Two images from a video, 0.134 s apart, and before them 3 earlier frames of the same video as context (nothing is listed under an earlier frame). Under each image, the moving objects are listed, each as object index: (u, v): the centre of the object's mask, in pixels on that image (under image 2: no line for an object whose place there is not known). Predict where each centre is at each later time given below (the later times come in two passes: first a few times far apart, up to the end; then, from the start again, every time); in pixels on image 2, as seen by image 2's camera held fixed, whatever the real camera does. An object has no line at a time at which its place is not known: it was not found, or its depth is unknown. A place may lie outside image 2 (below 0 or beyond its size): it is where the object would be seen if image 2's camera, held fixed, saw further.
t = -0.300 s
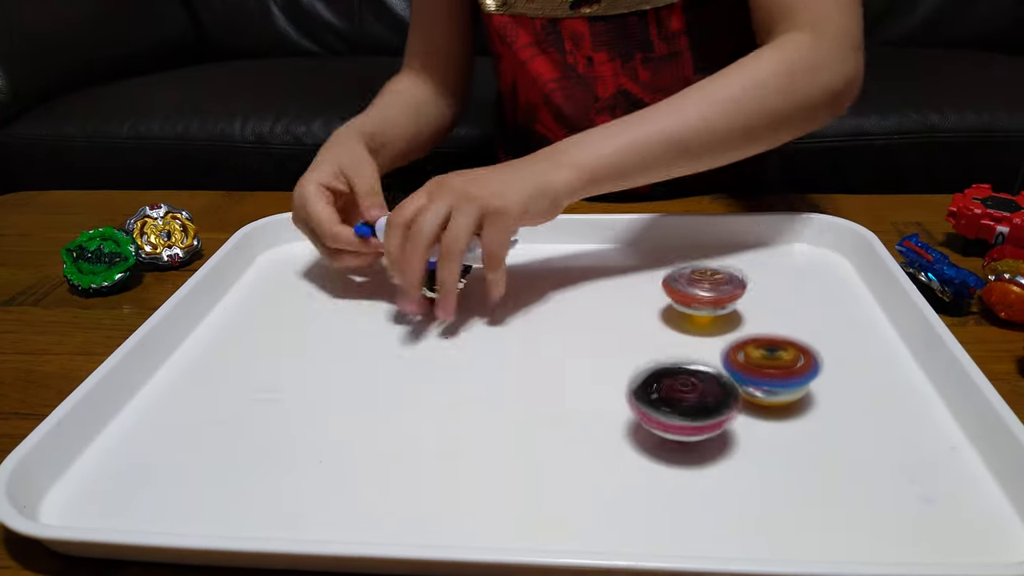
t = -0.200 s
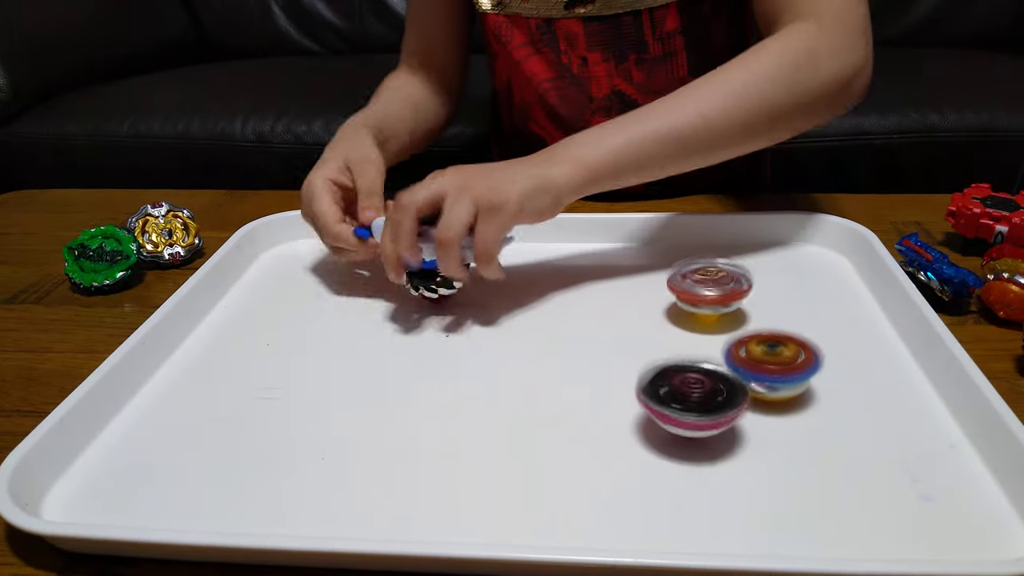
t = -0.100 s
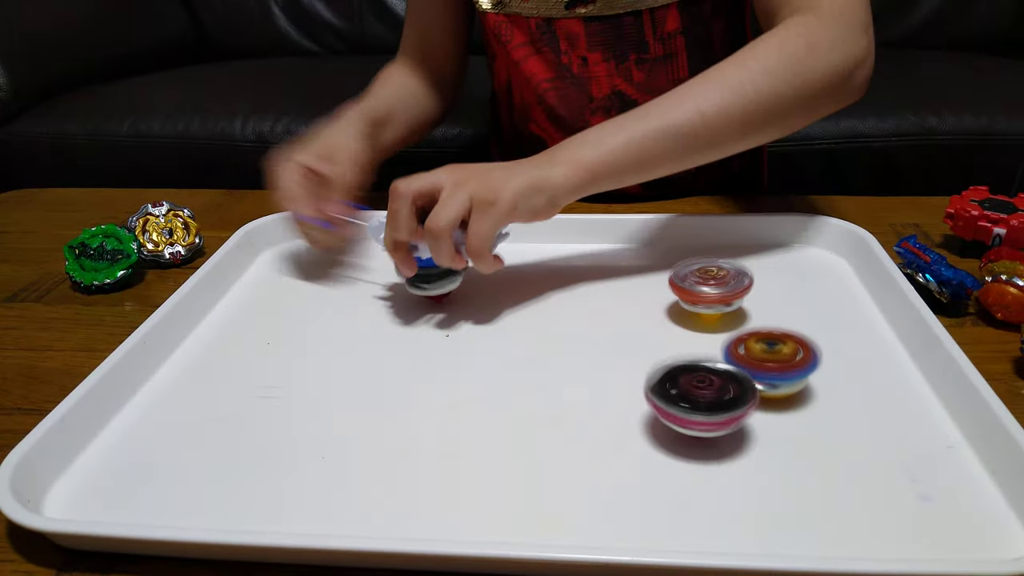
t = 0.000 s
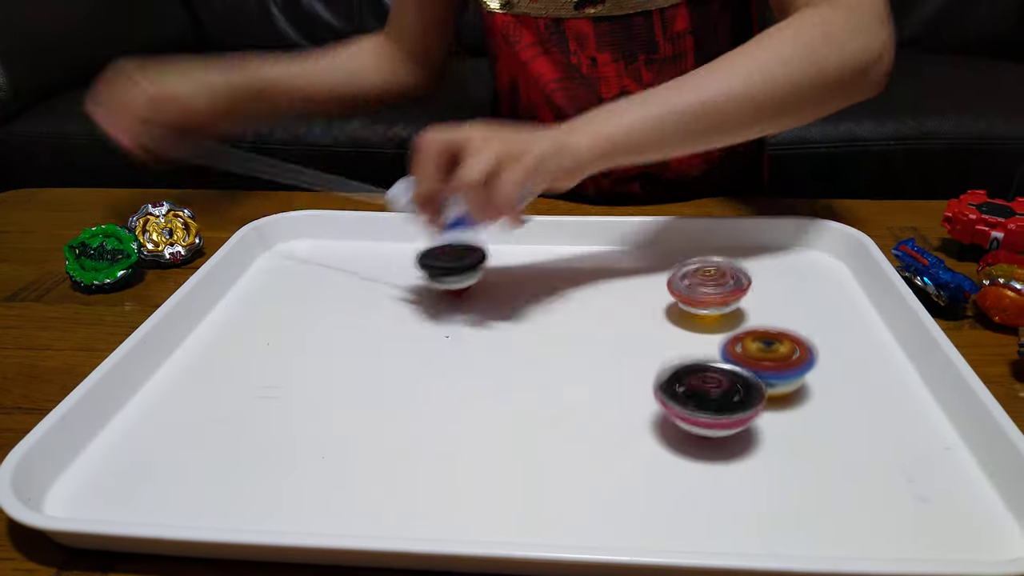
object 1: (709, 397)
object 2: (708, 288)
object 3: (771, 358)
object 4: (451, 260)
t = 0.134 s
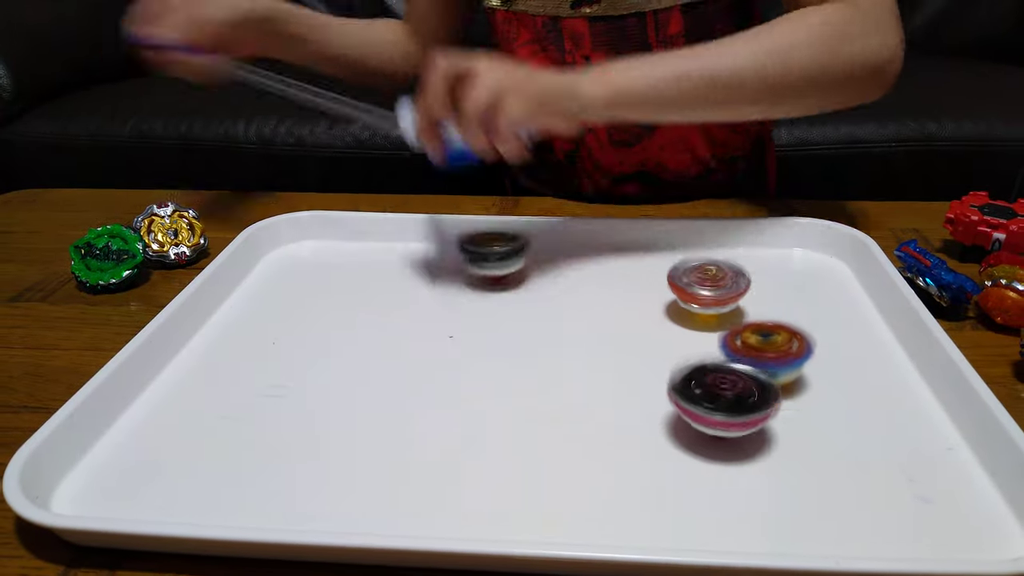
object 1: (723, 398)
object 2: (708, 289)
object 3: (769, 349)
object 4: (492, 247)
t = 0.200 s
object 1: (727, 400)
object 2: (705, 287)
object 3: (764, 343)
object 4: (513, 243)
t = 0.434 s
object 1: (741, 402)
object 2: (684, 285)
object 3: (767, 337)
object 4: (574, 224)
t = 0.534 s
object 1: (746, 401)
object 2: (652, 272)
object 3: (813, 357)
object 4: (598, 225)
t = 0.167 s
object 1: (726, 399)
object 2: (706, 288)
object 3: (767, 346)
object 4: (502, 244)
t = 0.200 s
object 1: (727, 400)
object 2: (705, 287)
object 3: (764, 343)
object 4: (513, 243)
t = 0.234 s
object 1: (729, 400)
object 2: (703, 287)
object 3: (762, 340)
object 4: (522, 237)
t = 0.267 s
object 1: (731, 400)
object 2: (703, 285)
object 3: (760, 337)
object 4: (530, 237)
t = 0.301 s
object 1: (732, 400)
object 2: (701, 285)
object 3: (757, 335)
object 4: (539, 234)
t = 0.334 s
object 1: (734, 401)
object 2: (700, 285)
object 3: (756, 333)
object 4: (548, 231)
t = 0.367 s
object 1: (736, 401)
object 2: (698, 286)
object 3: (753, 331)
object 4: (556, 229)
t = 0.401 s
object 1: (739, 401)
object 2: (696, 288)
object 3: (752, 330)
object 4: (565, 227)
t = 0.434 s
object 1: (741, 402)
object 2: (684, 285)
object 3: (767, 337)
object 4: (574, 224)
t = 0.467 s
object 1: (743, 401)
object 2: (672, 280)
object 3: (786, 345)
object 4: (582, 223)
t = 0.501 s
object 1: (745, 401)
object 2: (662, 275)
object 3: (801, 352)
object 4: (592, 225)
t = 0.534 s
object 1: (746, 401)
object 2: (652, 272)
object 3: (813, 357)
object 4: (598, 225)
